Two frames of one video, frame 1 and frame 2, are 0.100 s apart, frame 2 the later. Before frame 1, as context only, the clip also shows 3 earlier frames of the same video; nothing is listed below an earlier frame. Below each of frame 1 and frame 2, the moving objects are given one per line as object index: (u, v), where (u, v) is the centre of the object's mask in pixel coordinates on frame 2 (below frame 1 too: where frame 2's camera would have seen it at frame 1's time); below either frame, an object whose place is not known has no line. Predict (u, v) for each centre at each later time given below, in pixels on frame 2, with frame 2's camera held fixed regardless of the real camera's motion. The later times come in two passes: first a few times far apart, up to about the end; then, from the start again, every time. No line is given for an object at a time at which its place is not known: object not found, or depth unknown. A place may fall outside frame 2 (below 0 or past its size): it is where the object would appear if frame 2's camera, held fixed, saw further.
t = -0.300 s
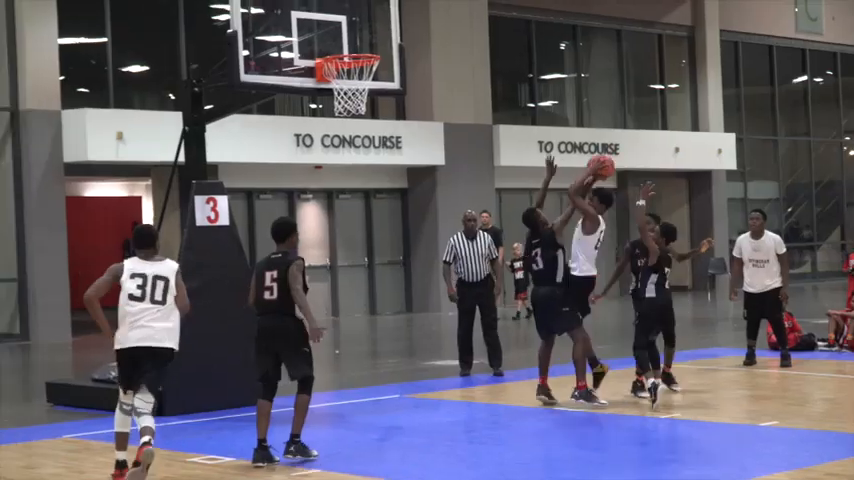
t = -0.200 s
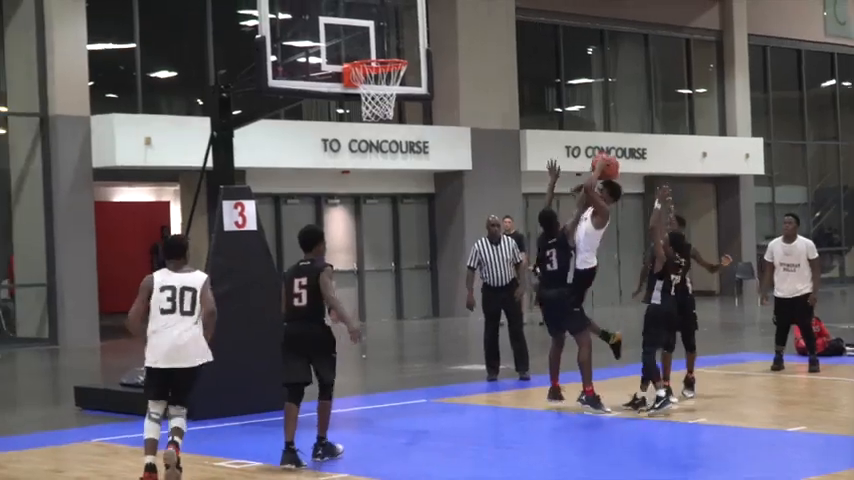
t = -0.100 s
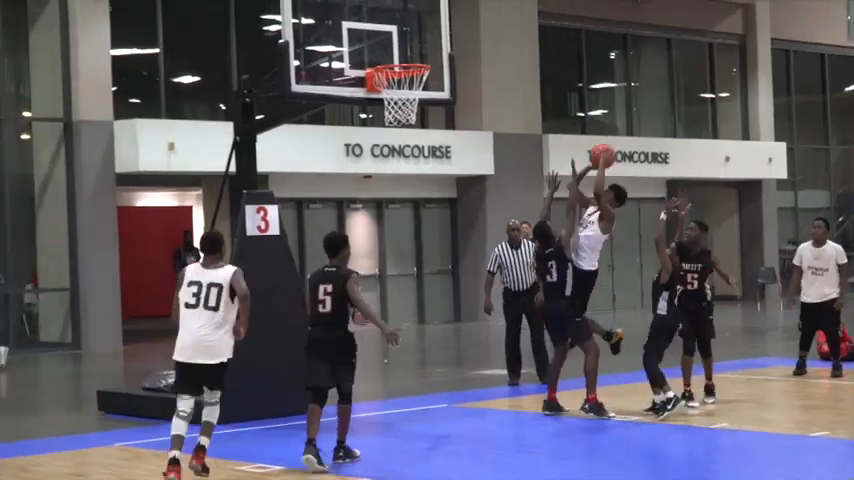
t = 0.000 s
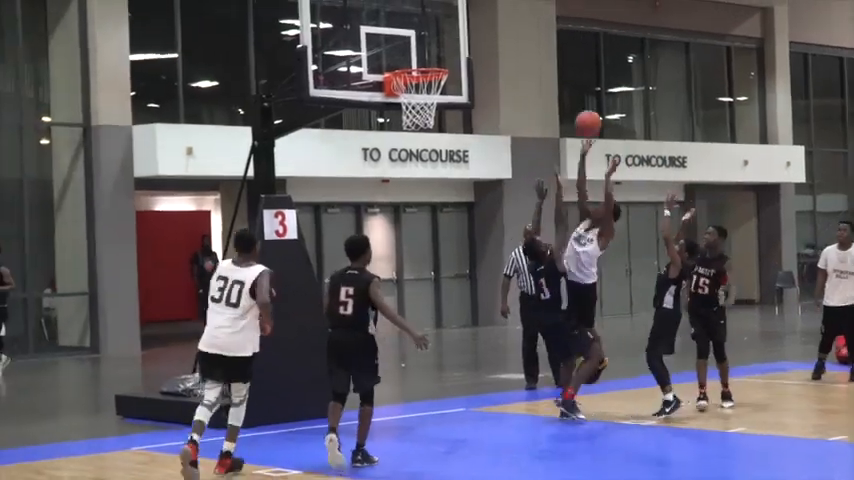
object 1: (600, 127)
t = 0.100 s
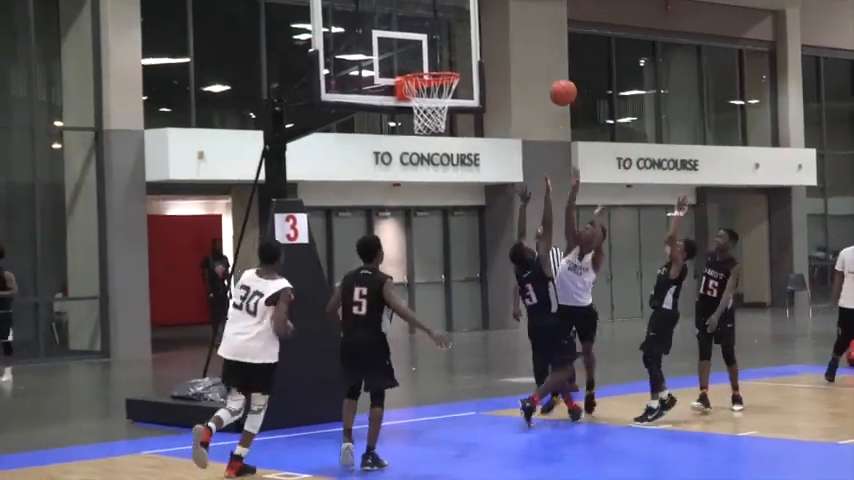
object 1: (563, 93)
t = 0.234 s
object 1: (515, 63)
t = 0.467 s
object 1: (464, 54)
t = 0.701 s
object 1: (487, 73)
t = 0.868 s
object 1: (532, 100)
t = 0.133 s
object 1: (551, 84)
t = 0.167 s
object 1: (539, 76)
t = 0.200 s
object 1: (526, 69)
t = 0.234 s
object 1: (515, 63)
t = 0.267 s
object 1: (503, 59)
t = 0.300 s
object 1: (491, 56)
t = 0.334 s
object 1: (478, 54)
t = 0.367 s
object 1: (467, 53)
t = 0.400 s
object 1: (466, 53)
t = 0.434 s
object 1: (464, 53)
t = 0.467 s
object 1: (464, 54)
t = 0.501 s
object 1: (462, 58)
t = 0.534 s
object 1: (461, 61)
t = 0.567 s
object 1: (461, 64)
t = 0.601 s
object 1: (462, 70)
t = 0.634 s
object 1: (469, 71)
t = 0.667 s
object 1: (478, 72)
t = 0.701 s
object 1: (487, 73)
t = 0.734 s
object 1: (496, 76)
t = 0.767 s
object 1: (505, 80)
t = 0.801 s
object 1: (514, 85)
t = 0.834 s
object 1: (523, 92)
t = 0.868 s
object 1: (532, 100)
